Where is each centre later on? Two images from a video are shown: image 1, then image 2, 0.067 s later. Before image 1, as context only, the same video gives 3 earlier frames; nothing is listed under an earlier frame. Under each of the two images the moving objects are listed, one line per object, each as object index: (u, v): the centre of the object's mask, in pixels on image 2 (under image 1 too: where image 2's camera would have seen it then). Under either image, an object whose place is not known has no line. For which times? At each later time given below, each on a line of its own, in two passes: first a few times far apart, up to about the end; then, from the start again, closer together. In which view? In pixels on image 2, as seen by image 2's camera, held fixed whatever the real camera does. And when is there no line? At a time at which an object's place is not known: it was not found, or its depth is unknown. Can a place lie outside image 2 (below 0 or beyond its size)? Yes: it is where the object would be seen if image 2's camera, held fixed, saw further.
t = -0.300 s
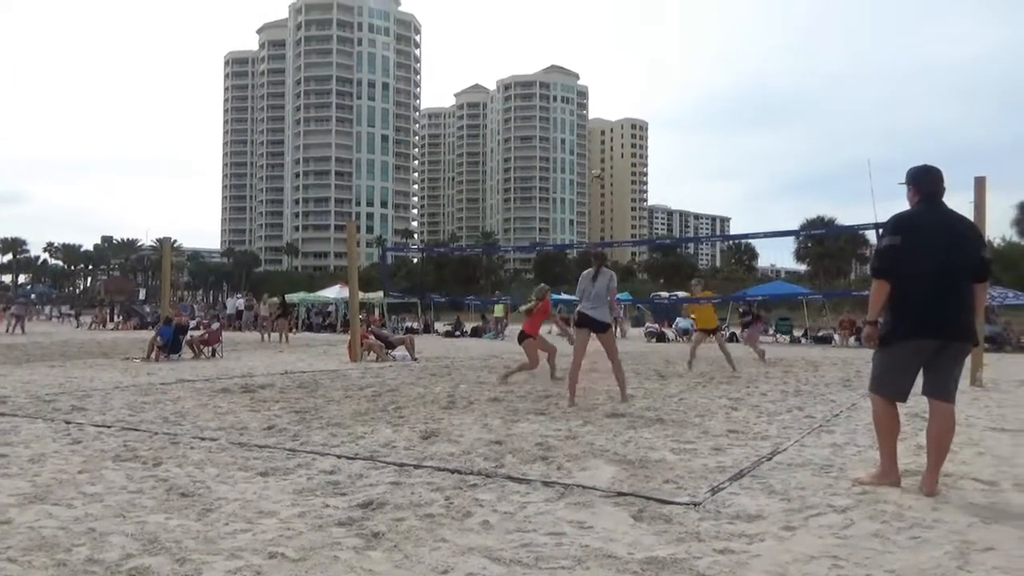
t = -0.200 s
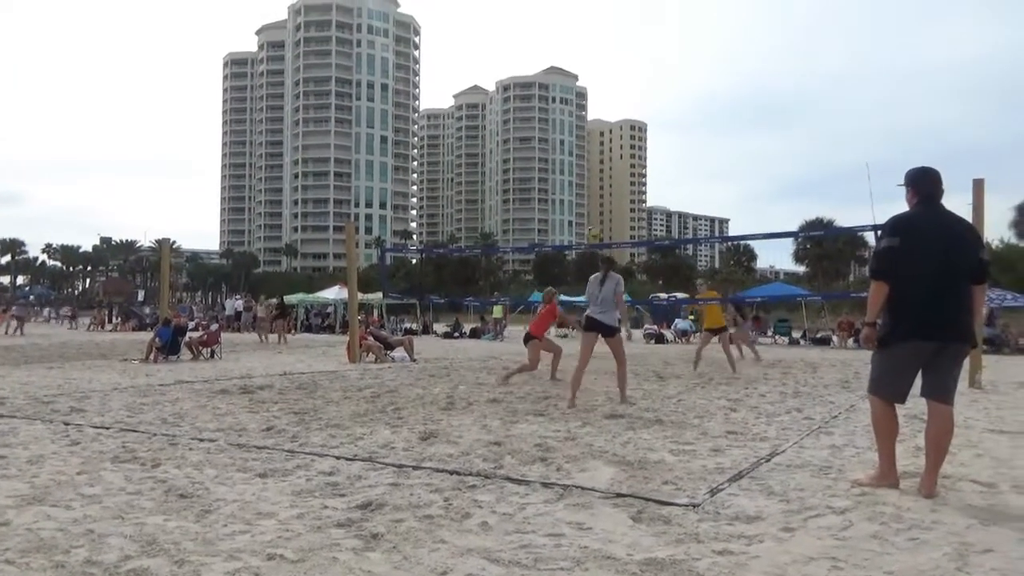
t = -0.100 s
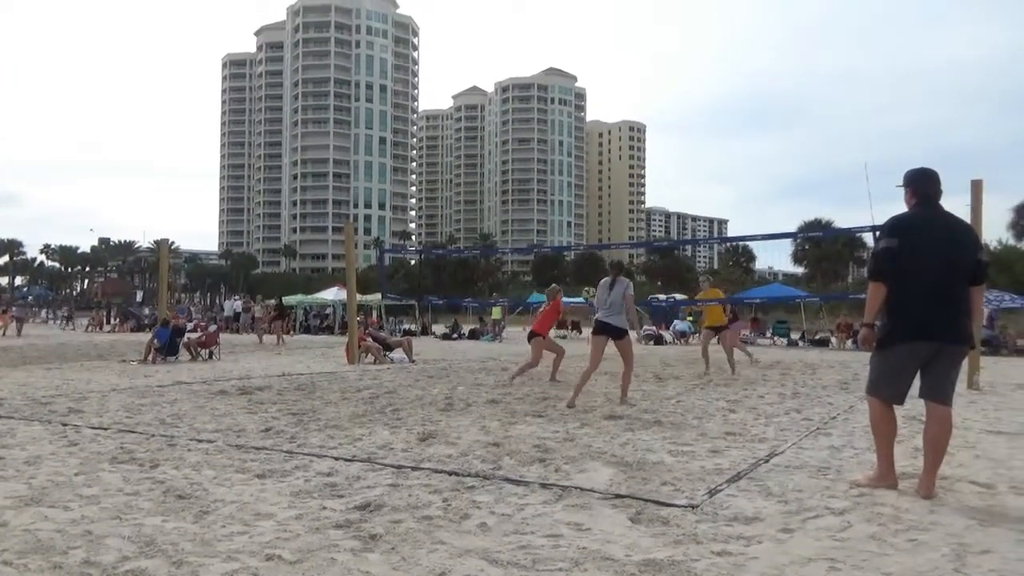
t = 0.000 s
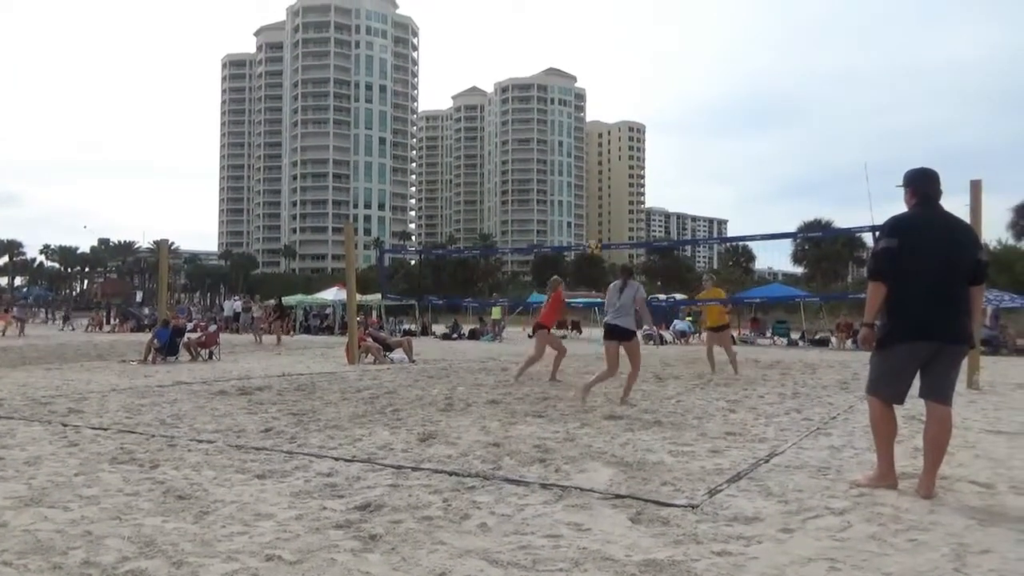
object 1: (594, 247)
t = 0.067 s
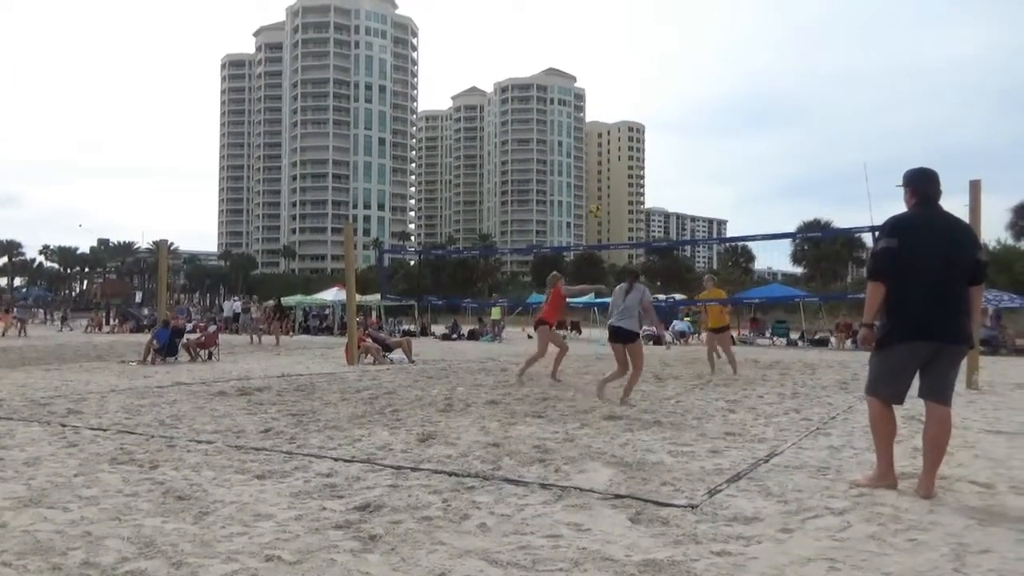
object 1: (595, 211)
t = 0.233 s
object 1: (600, 138)
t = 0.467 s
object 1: (606, 67)
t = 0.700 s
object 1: (609, 36)
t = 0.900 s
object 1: (611, 37)
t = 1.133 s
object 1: (613, 70)
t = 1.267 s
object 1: (613, 105)
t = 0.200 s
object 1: (599, 151)
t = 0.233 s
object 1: (600, 138)
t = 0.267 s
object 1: (601, 124)
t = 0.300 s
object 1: (602, 113)
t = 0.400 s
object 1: (604, 83)
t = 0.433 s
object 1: (605, 75)
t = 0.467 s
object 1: (606, 67)
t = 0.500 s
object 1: (606, 60)
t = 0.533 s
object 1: (607, 55)
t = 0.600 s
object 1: (607, 45)
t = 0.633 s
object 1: (608, 41)
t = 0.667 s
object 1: (608, 38)
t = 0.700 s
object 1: (609, 36)
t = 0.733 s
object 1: (609, 35)
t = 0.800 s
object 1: (610, 33)
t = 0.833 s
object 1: (610, 33)
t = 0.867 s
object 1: (610, 35)
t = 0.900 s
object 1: (611, 37)
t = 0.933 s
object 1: (611, 39)
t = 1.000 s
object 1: (612, 47)
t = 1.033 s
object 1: (612, 52)
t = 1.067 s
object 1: (612, 57)
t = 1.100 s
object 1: (612, 63)
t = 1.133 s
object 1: (613, 70)
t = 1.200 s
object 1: (613, 86)
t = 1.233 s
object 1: (613, 95)
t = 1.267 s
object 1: (613, 105)
